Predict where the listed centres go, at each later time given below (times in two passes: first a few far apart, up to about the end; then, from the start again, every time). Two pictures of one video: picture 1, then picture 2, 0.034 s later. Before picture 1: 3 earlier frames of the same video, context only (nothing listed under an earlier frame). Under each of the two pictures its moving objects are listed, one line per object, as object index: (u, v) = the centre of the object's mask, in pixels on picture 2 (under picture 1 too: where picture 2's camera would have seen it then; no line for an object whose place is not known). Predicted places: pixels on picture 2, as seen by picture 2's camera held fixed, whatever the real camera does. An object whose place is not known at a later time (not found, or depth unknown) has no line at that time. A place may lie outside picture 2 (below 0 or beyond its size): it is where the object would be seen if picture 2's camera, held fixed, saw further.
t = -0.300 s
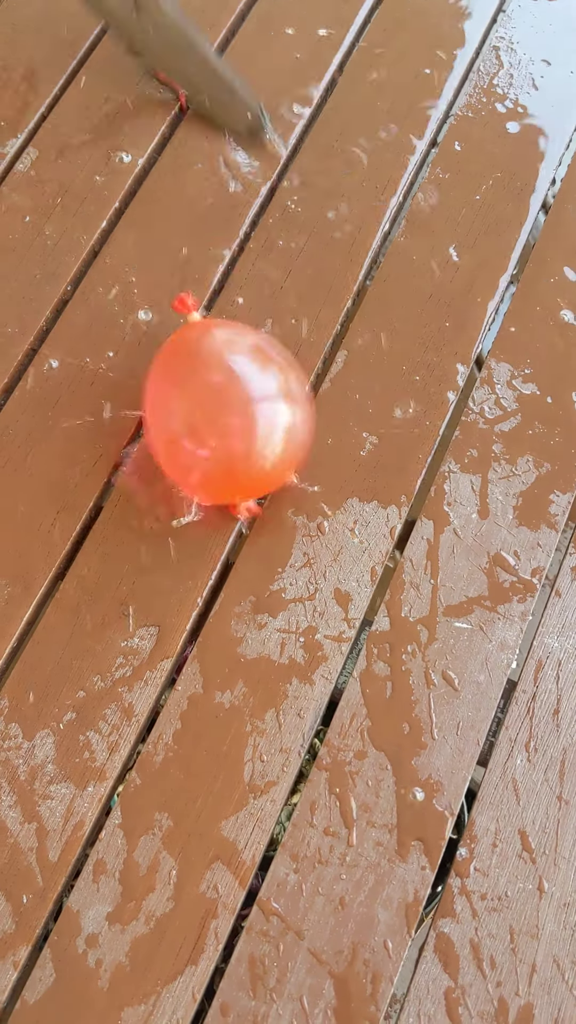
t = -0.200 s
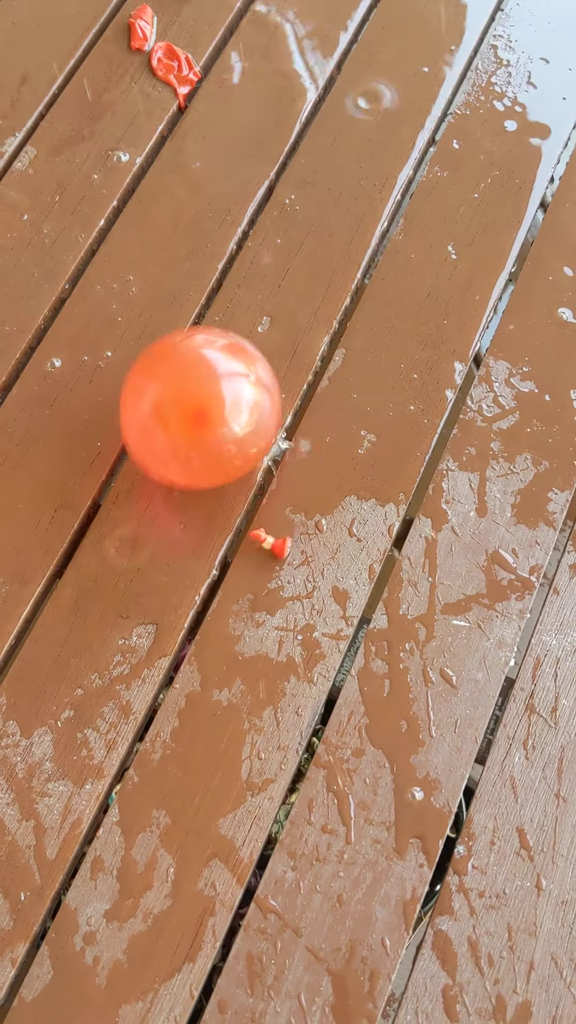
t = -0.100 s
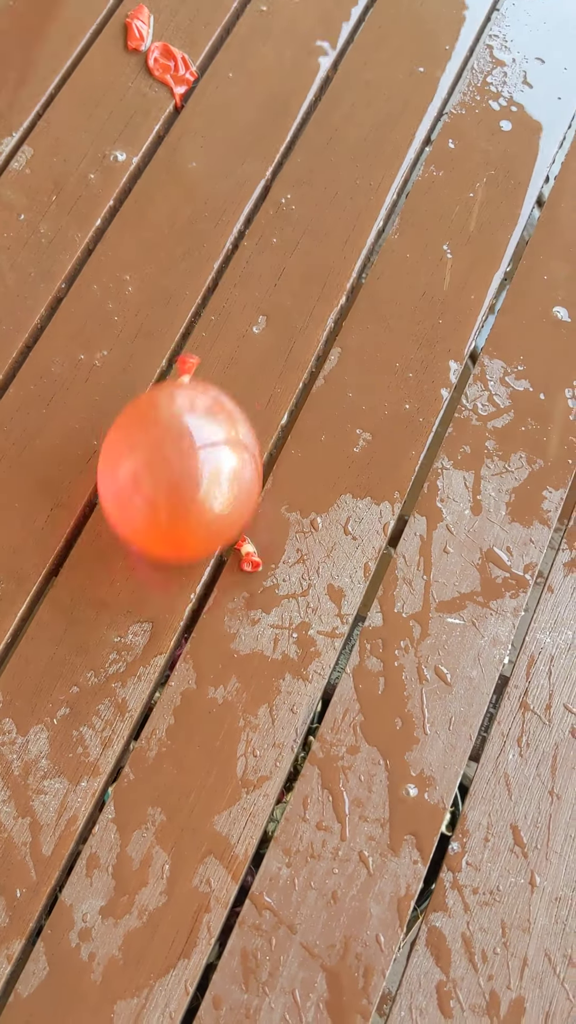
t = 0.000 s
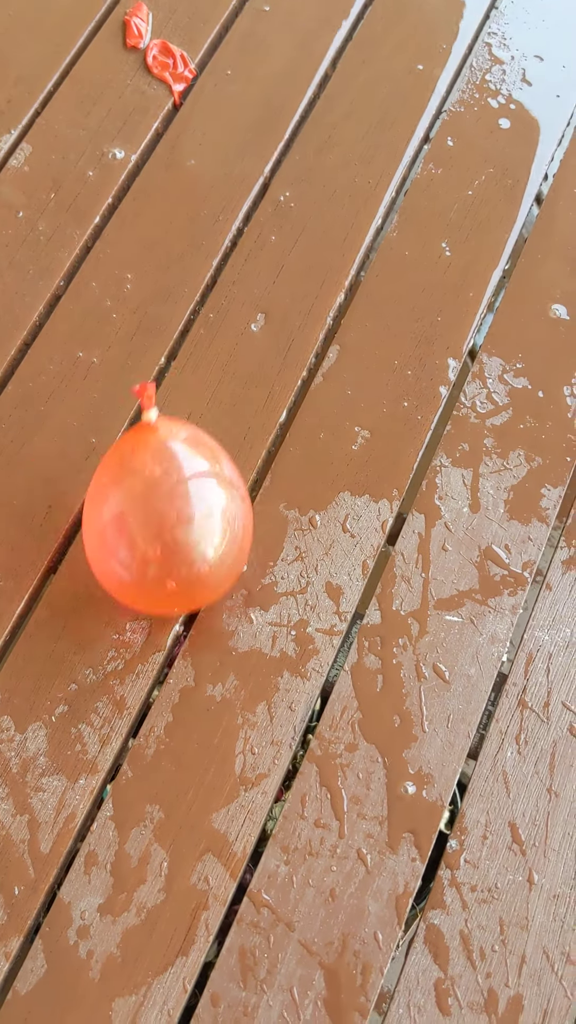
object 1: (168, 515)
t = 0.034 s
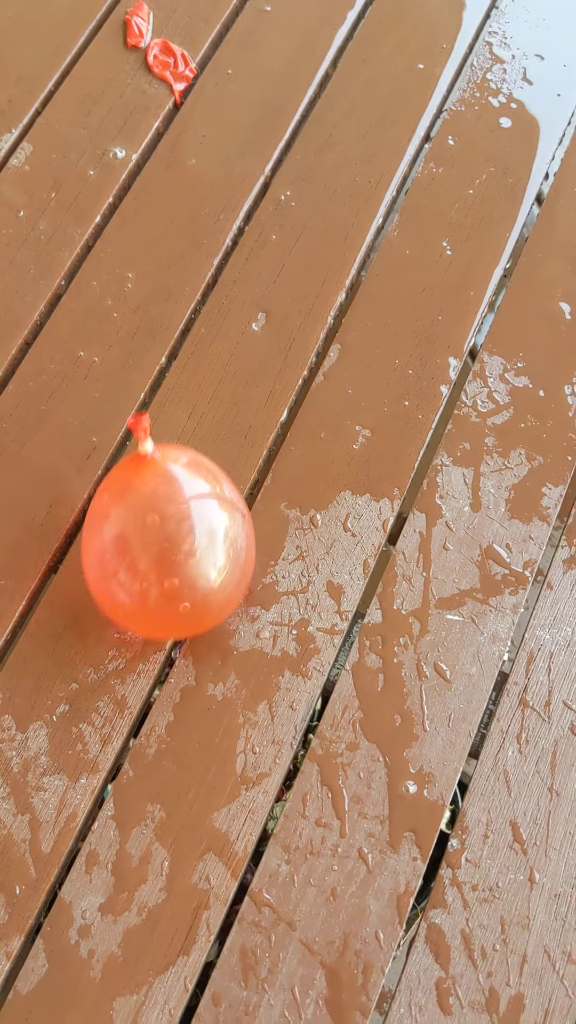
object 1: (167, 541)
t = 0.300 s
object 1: (90, 559)
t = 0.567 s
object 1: (54, 538)
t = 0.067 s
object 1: (159, 547)
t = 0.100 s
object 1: (150, 549)
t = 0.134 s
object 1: (145, 564)
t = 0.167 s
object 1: (137, 568)
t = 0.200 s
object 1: (123, 562)
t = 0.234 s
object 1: (114, 566)
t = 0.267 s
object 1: (105, 569)
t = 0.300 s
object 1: (90, 559)
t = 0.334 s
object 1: (81, 556)
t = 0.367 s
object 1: (75, 556)
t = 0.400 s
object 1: (66, 544)
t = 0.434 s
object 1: (59, 536)
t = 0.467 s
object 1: (55, 533)
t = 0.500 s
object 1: (52, 528)
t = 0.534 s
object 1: (51, 529)
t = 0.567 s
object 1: (54, 538)
